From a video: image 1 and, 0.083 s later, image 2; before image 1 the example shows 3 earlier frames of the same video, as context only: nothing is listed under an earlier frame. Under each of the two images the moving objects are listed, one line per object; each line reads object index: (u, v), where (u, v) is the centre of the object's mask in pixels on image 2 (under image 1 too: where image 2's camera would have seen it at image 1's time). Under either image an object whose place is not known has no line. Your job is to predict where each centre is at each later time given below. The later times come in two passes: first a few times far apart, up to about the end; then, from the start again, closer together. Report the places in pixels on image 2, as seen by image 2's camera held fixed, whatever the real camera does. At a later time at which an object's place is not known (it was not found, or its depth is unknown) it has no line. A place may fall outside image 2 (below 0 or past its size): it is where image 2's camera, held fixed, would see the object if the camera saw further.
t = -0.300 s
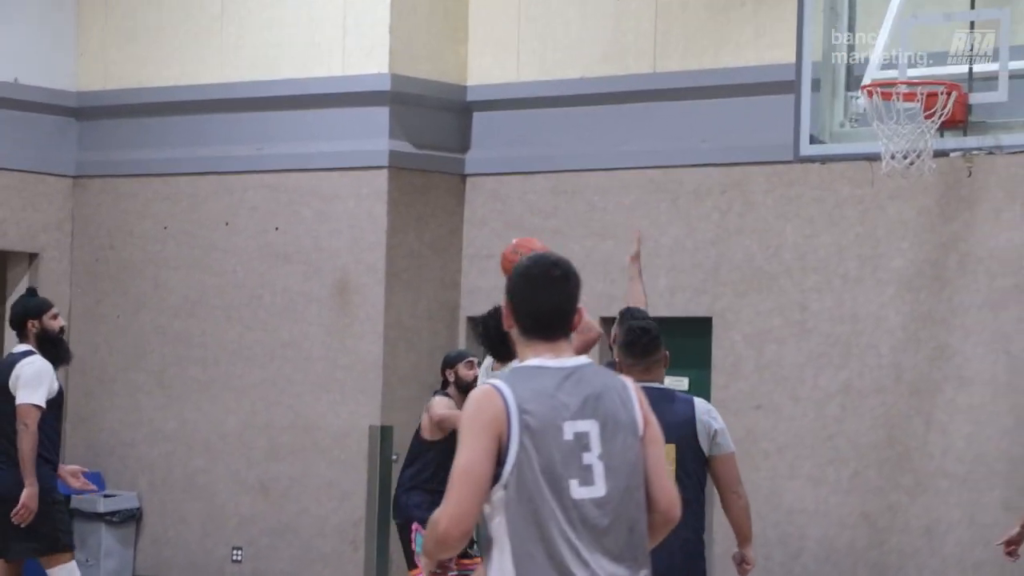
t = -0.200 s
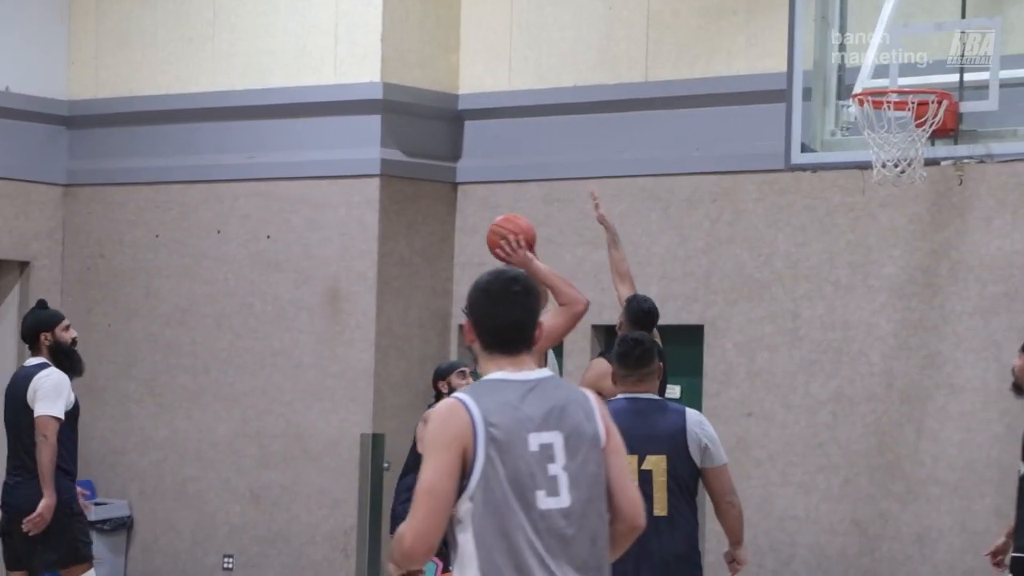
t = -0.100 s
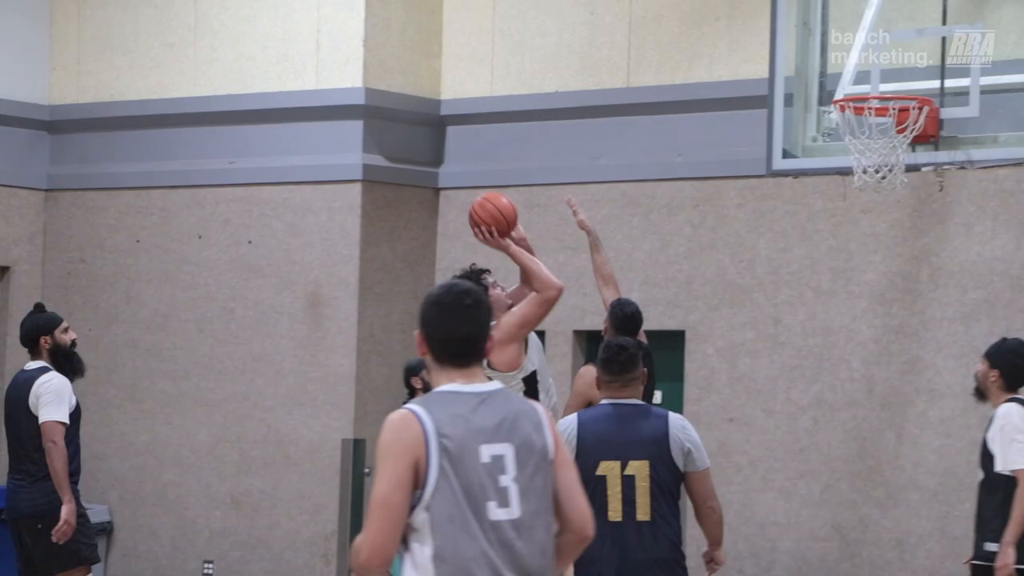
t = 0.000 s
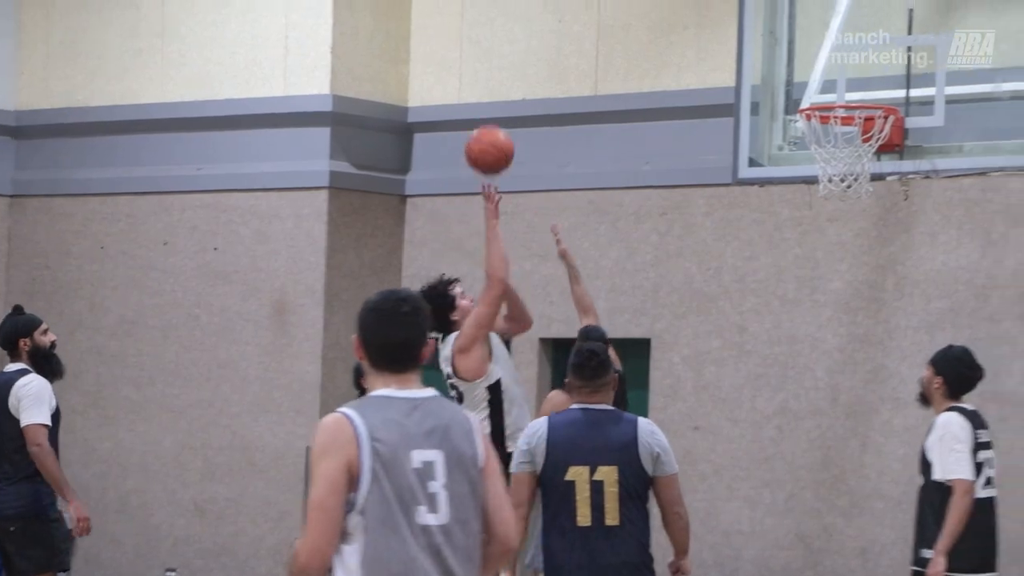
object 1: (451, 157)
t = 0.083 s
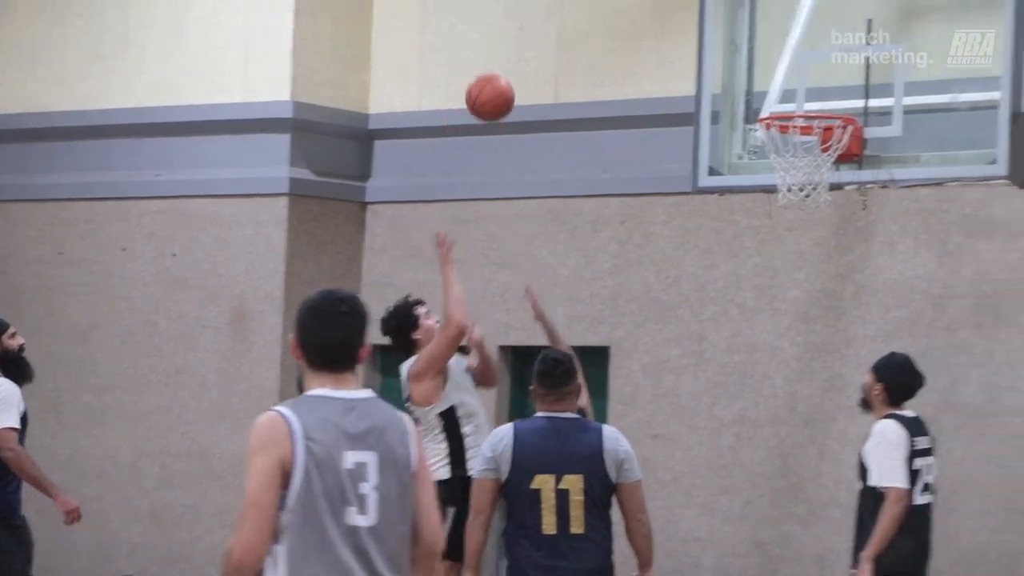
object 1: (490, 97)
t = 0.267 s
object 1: (574, 14)
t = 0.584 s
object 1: (712, 24)
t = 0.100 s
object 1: (498, 87)
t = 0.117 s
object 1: (505, 77)
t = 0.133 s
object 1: (513, 68)
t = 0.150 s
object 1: (521, 59)
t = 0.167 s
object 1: (528, 51)
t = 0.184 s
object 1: (536, 43)
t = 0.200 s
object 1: (544, 36)
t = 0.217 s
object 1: (551, 29)
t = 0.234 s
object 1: (559, 23)
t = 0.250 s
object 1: (566, 18)
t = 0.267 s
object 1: (574, 14)
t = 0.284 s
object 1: (581, 10)
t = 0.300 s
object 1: (589, 8)
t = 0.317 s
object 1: (596, 5)
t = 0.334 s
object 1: (604, 3)
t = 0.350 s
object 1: (611, 1)
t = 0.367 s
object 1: (618, 0)
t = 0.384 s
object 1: (626, 0)
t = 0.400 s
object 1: (633, 0)
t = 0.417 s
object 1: (640, -1)
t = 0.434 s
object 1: (647, -1)
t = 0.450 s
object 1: (655, -2)
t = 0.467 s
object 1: (662, -1)
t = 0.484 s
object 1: (669, 0)
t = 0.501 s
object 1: (677, 3)
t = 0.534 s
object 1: (691, 10)
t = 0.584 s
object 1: (712, 24)
